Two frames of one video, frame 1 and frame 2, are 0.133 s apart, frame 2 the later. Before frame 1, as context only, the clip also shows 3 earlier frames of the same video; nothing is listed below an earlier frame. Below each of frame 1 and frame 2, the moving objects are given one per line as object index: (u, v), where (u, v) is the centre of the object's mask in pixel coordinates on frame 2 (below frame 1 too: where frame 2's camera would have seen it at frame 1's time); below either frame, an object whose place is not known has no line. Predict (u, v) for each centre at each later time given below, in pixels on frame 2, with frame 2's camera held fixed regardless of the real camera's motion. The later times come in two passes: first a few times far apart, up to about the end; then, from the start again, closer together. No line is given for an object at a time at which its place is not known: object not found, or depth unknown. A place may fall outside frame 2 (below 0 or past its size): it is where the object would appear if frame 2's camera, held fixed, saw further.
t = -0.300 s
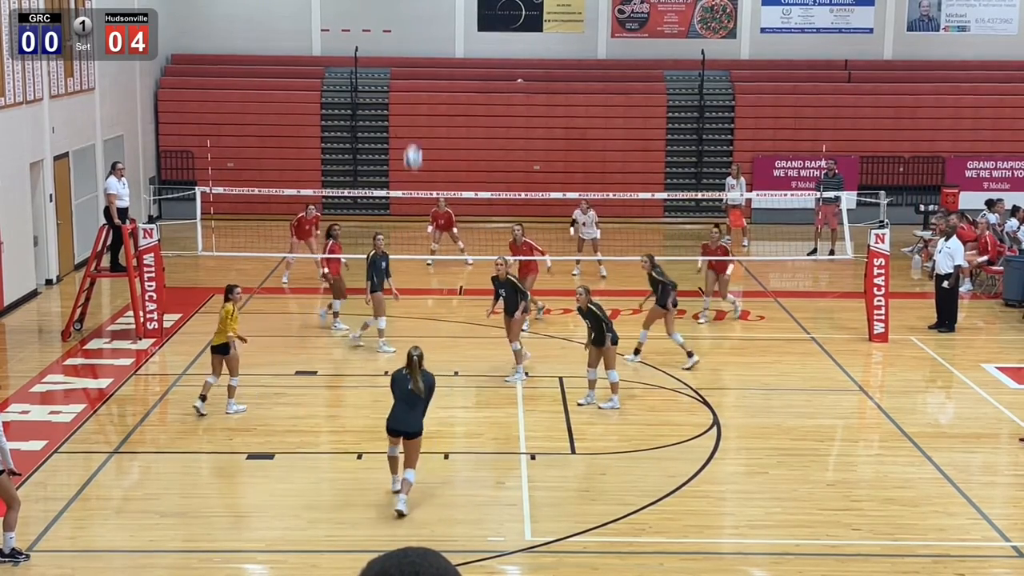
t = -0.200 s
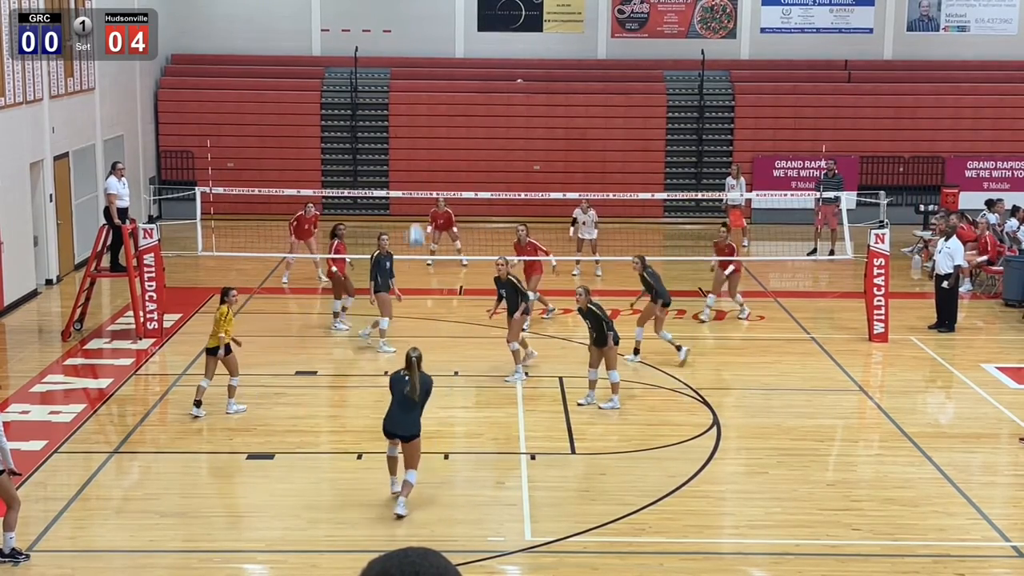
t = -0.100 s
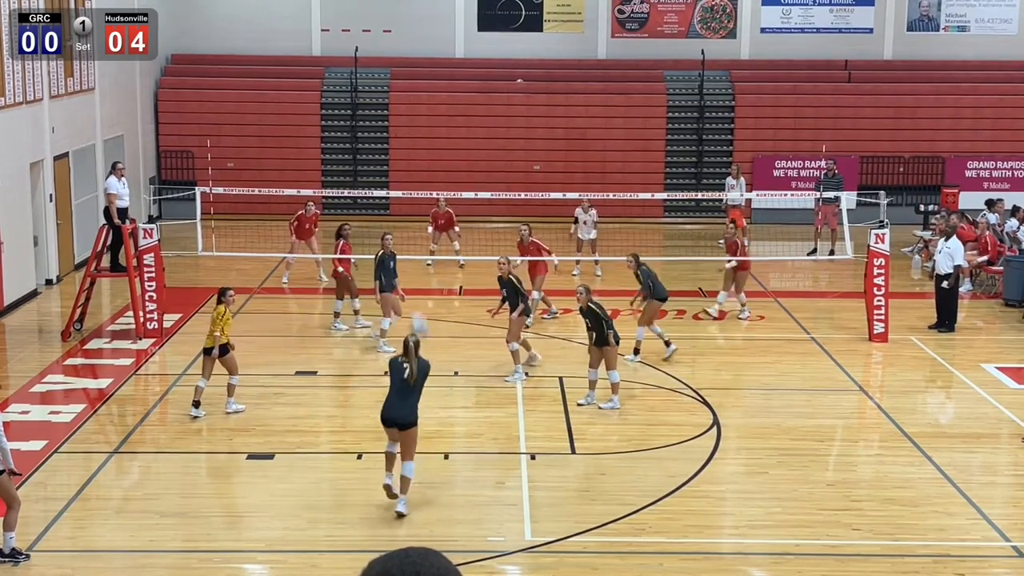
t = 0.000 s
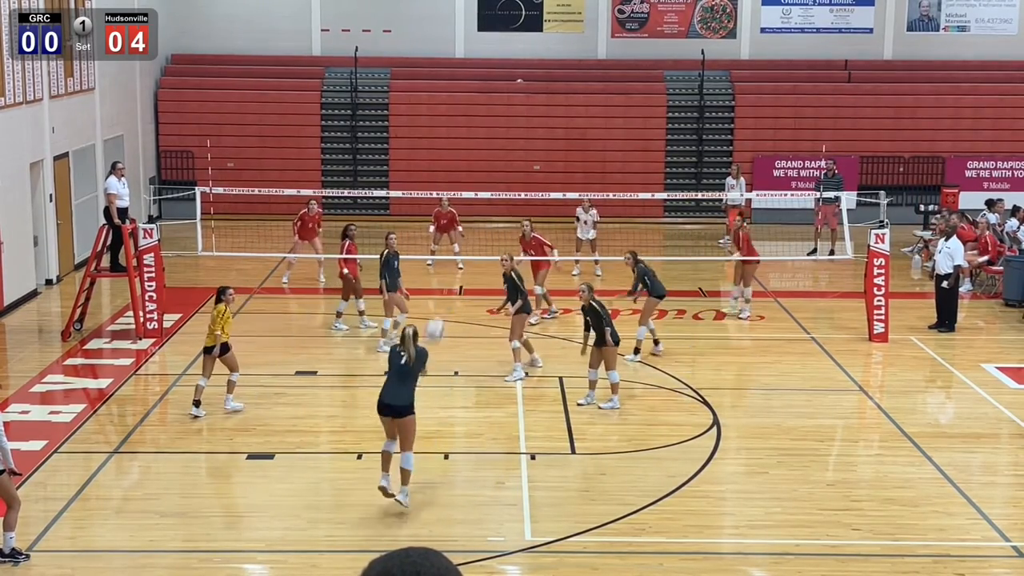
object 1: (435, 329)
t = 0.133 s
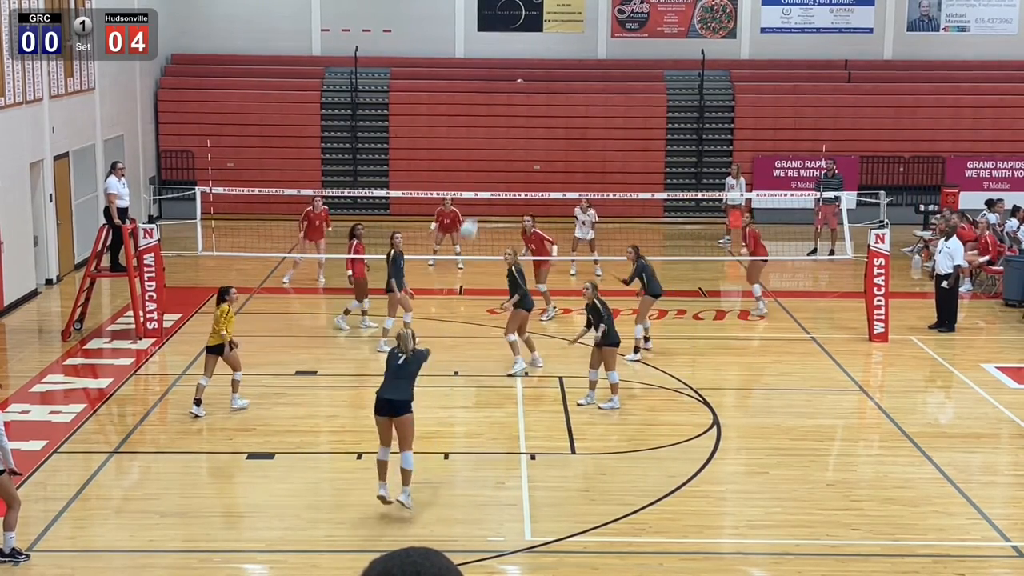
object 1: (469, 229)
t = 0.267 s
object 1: (498, 157)
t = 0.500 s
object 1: (542, 85)
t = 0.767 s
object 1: (574, 67)
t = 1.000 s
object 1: (600, 90)
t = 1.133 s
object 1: (612, 116)
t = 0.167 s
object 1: (477, 208)
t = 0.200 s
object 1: (484, 189)
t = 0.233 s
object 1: (491, 173)
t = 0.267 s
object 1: (498, 157)
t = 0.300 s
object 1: (505, 143)
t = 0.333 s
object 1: (512, 130)
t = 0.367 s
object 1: (518, 118)
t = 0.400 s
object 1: (524, 108)
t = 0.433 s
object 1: (530, 99)
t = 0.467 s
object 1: (536, 92)
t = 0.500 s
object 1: (542, 85)
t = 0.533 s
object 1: (547, 80)
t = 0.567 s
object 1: (552, 75)
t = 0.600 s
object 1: (557, 72)
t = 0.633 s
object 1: (561, 69)
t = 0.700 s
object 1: (570, 66)
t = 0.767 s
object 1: (574, 67)
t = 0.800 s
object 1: (578, 68)
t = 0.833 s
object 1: (583, 70)
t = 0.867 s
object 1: (586, 72)
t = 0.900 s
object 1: (590, 75)
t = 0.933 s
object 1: (594, 79)
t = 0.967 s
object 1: (596, 84)
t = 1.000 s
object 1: (600, 90)
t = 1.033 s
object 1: (604, 95)
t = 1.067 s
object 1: (607, 102)
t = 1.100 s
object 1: (610, 109)
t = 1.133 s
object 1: (612, 116)
